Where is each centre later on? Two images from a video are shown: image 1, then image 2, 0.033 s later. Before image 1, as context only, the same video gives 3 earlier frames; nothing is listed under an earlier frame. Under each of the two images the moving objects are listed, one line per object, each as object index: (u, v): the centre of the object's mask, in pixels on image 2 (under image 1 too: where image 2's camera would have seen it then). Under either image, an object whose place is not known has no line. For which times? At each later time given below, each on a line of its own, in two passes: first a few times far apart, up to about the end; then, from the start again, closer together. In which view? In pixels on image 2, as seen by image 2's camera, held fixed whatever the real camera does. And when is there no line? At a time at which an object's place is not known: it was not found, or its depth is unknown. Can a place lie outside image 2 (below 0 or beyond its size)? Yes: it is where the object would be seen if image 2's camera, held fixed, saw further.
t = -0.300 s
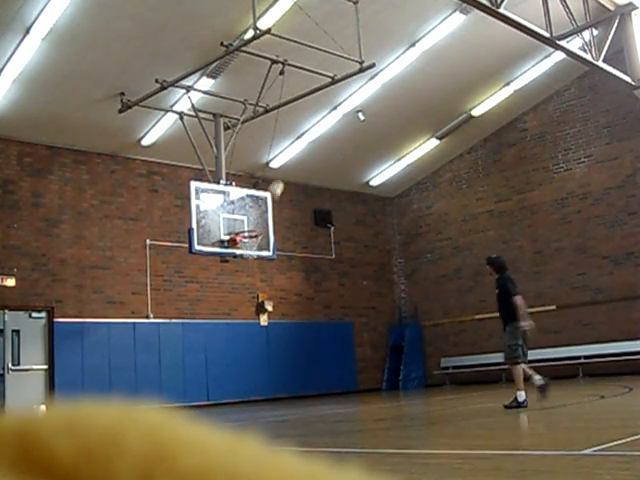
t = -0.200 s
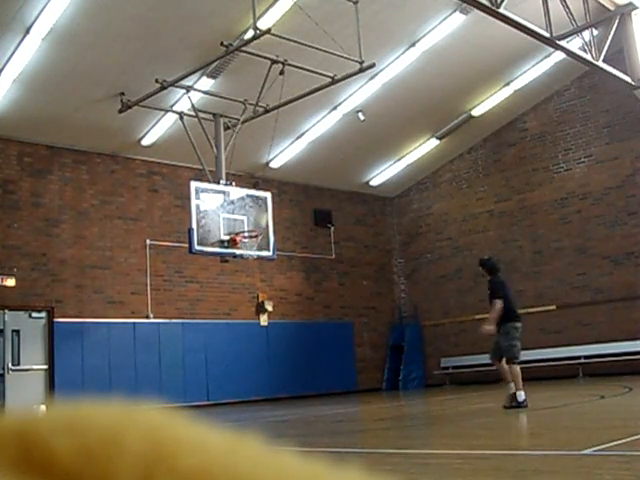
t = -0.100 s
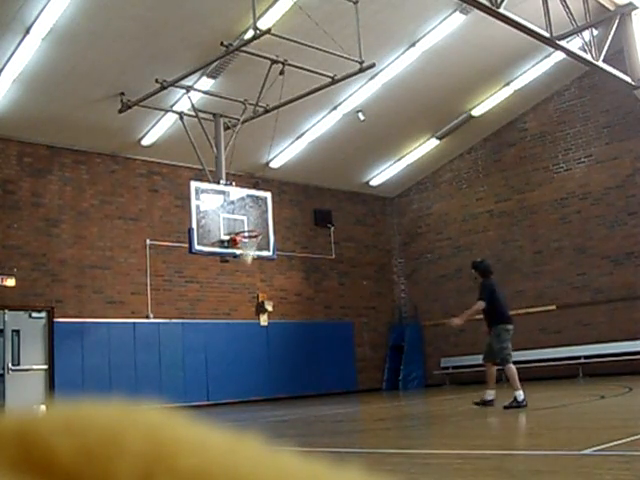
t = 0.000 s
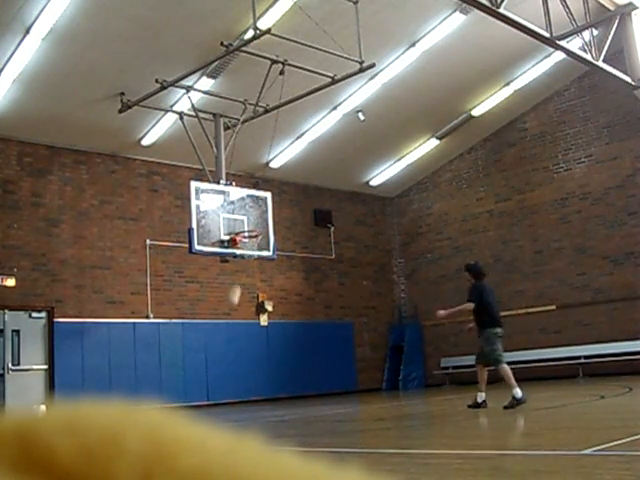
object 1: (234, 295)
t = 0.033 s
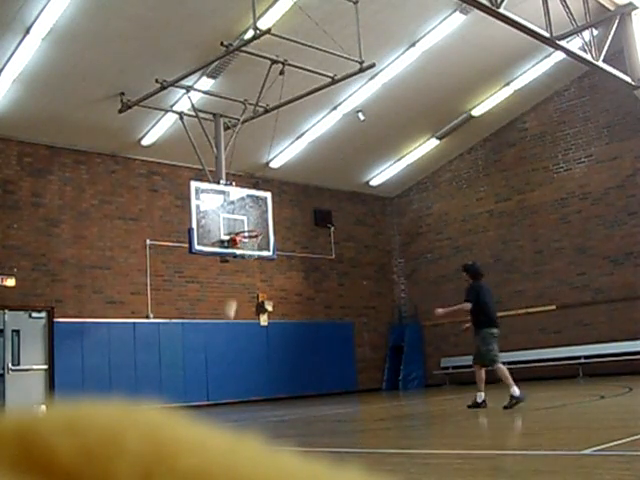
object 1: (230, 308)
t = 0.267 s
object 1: (205, 400)
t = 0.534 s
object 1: (184, 333)
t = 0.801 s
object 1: (168, 306)
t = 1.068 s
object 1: (154, 315)
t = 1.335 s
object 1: (141, 360)
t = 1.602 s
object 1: (130, 391)
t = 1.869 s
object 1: (117, 364)
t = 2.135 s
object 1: (106, 371)
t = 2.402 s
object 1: (110, 394)
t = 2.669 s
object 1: (112, 390)
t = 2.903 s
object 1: (114, 390)
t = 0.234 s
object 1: (207, 402)
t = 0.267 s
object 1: (205, 400)
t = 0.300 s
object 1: (201, 388)
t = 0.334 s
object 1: (199, 378)
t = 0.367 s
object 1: (197, 369)
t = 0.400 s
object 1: (193, 360)
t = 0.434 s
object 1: (191, 352)
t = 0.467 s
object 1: (189, 345)
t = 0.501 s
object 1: (186, 338)
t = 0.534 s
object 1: (184, 333)
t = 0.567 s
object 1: (182, 328)
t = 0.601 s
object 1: (180, 322)
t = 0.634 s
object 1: (177, 318)
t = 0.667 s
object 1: (175, 315)
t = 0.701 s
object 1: (173, 312)
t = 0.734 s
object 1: (172, 310)
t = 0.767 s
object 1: (170, 308)
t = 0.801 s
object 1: (168, 306)
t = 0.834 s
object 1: (166, 305)
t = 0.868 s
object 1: (164, 305)
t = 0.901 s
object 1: (162, 305)
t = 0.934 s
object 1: (161, 306)
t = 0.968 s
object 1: (159, 307)
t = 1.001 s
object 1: (157, 310)
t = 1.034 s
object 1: (156, 312)
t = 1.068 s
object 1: (154, 315)
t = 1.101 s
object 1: (152, 319)
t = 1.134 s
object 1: (150, 323)
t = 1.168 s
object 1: (149, 329)
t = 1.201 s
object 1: (148, 334)
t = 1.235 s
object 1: (146, 340)
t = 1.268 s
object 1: (144, 346)
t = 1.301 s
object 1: (143, 353)
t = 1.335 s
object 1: (141, 360)
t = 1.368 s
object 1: (140, 368)
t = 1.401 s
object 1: (139, 376)
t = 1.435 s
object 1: (138, 385)
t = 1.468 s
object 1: (137, 394)
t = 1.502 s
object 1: (136, 401)
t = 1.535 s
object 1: (134, 401)
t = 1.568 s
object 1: (132, 397)
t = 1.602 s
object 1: (130, 391)
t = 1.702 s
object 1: (124, 377)
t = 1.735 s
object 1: (123, 374)
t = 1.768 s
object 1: (121, 370)
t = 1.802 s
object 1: (120, 368)
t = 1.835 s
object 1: (119, 366)
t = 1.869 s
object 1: (117, 364)
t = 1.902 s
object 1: (116, 363)
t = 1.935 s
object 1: (114, 363)
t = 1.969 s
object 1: (113, 363)
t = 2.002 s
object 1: (111, 363)
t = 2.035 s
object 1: (110, 365)
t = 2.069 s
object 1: (109, 366)
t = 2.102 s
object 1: (107, 369)
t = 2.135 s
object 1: (106, 371)
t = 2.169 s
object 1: (105, 373)
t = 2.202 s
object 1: (106, 375)
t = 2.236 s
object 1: (106, 377)
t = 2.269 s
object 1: (107, 379)
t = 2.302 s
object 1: (108, 383)
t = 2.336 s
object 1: (108, 386)
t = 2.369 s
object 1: (109, 389)
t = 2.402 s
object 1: (110, 394)
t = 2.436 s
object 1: (111, 398)
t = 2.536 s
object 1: (112, 400)
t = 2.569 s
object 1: (112, 397)
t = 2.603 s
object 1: (111, 395)
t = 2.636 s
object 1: (112, 392)
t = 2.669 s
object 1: (112, 390)
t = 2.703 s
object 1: (112, 389)
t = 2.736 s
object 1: (112, 388)
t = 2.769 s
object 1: (112, 388)
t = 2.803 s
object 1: (112, 388)
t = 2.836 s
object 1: (113, 388)
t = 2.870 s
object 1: (113, 389)
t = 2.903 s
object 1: (114, 390)
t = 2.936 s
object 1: (114, 392)
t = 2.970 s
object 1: (115, 394)
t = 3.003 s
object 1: (115, 397)
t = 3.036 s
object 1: (115, 400)
